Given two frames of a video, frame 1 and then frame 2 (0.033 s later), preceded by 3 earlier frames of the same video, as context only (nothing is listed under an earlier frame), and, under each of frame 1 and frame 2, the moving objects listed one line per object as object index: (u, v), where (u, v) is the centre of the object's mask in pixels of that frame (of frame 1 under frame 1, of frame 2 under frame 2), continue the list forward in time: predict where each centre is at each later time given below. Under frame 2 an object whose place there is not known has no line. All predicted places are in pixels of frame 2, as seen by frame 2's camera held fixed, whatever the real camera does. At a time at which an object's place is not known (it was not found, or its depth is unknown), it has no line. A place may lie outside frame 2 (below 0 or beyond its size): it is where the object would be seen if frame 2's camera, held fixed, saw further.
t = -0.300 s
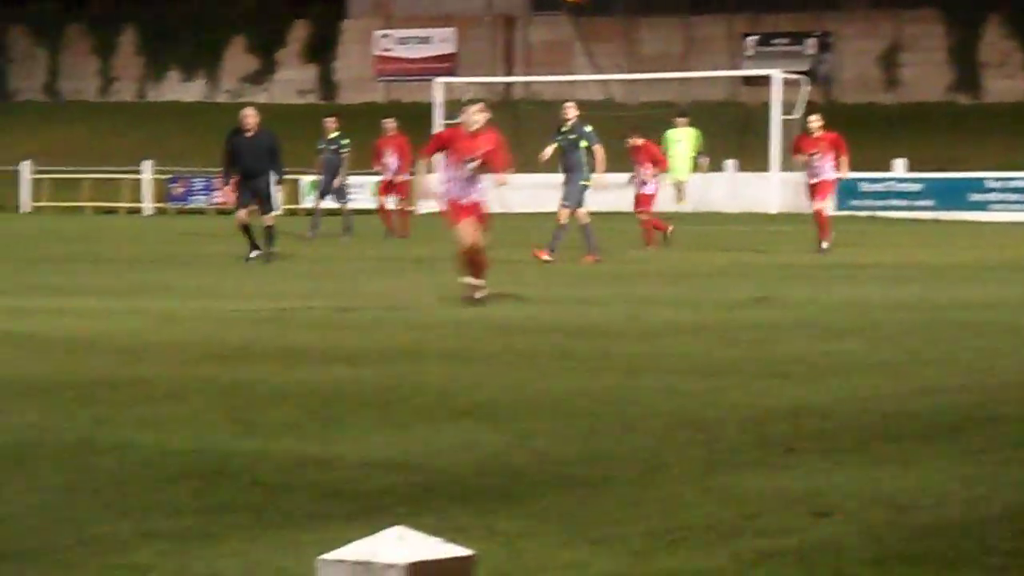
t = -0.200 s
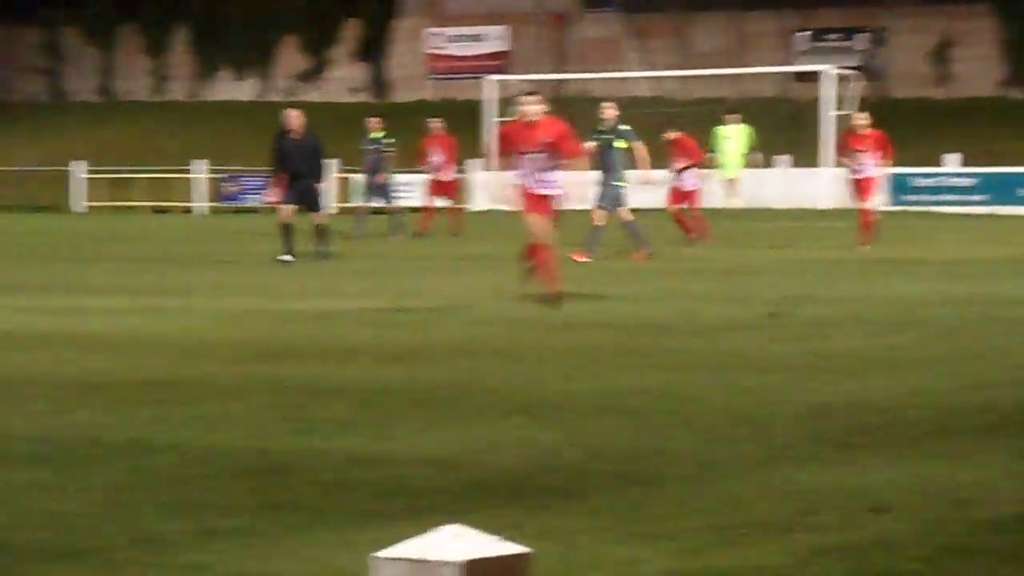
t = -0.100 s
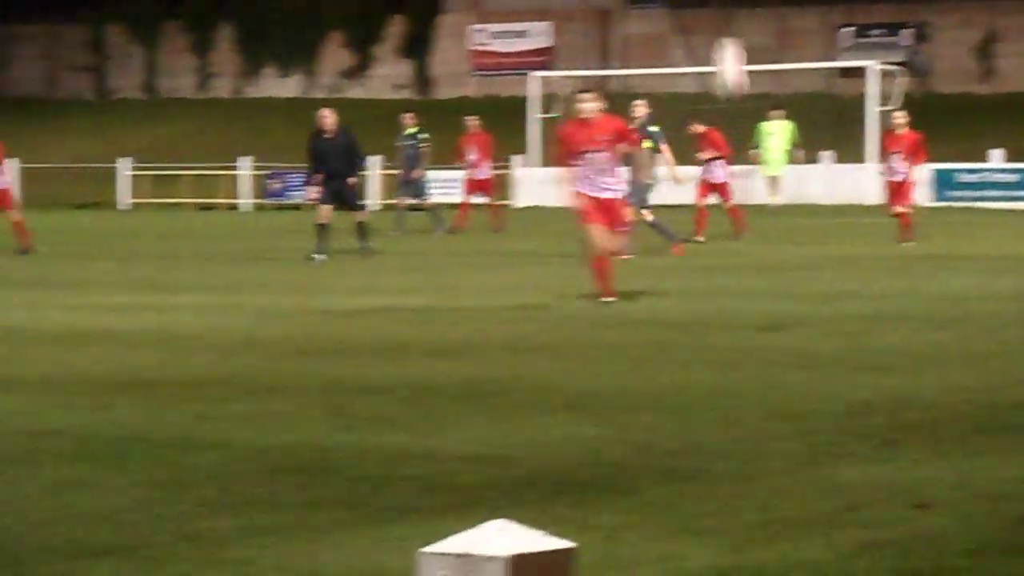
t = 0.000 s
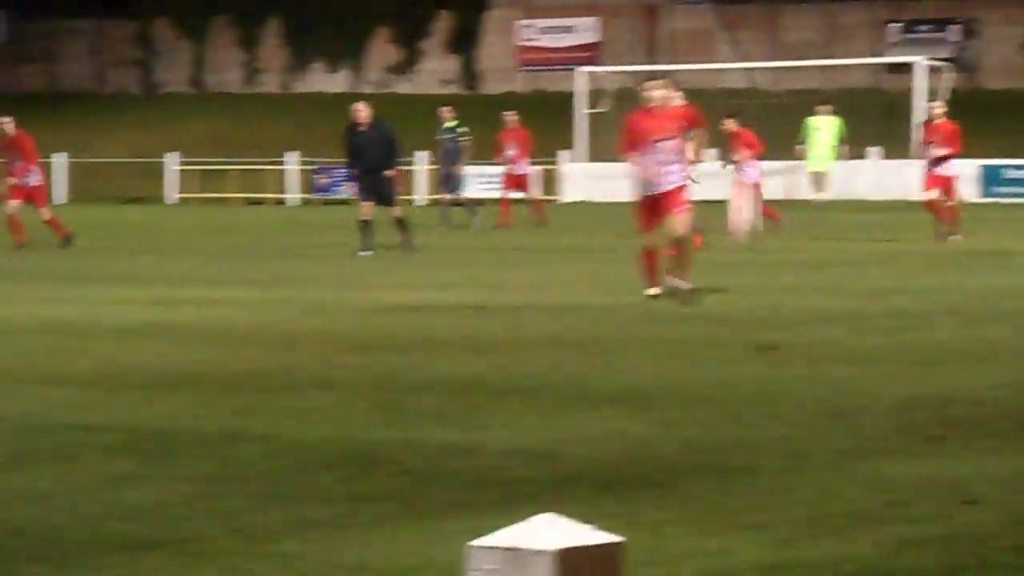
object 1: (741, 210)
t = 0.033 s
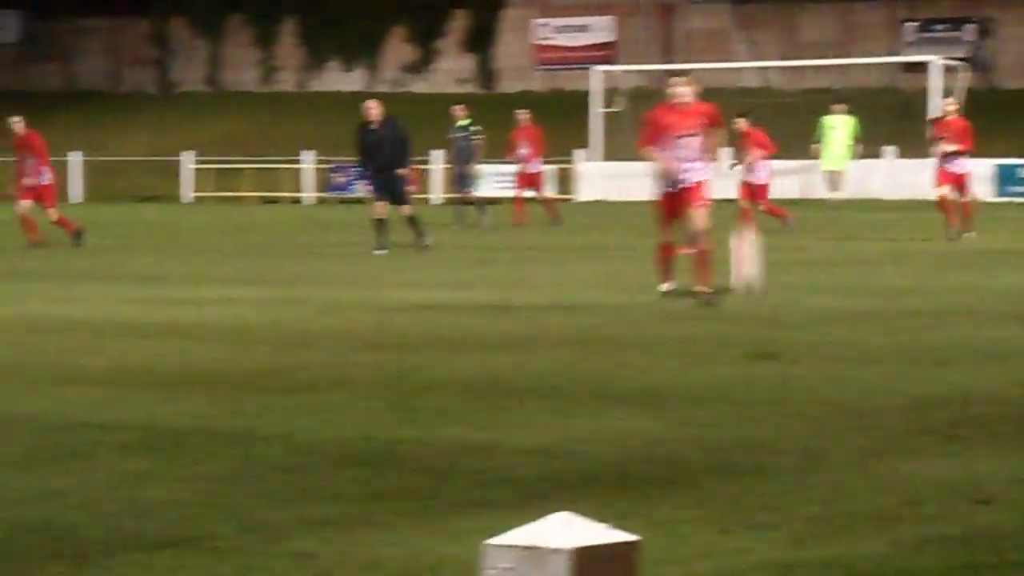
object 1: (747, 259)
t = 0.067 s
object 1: (735, 321)
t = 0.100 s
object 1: (725, 346)
